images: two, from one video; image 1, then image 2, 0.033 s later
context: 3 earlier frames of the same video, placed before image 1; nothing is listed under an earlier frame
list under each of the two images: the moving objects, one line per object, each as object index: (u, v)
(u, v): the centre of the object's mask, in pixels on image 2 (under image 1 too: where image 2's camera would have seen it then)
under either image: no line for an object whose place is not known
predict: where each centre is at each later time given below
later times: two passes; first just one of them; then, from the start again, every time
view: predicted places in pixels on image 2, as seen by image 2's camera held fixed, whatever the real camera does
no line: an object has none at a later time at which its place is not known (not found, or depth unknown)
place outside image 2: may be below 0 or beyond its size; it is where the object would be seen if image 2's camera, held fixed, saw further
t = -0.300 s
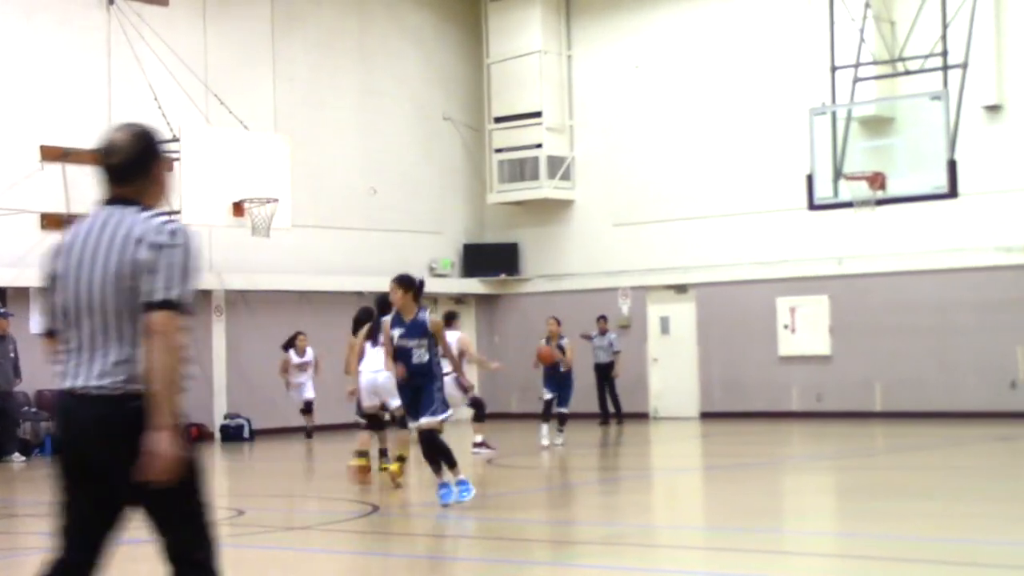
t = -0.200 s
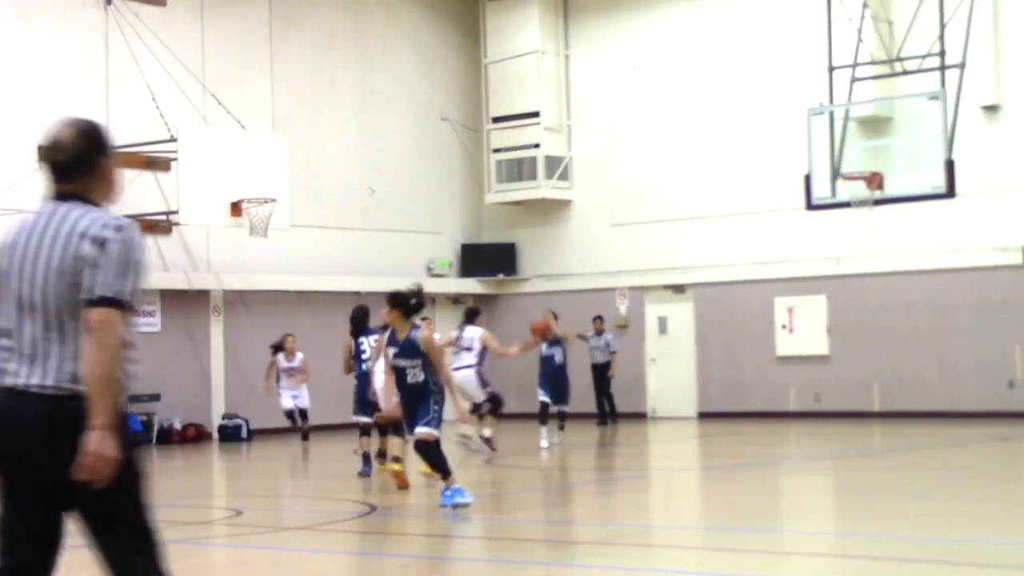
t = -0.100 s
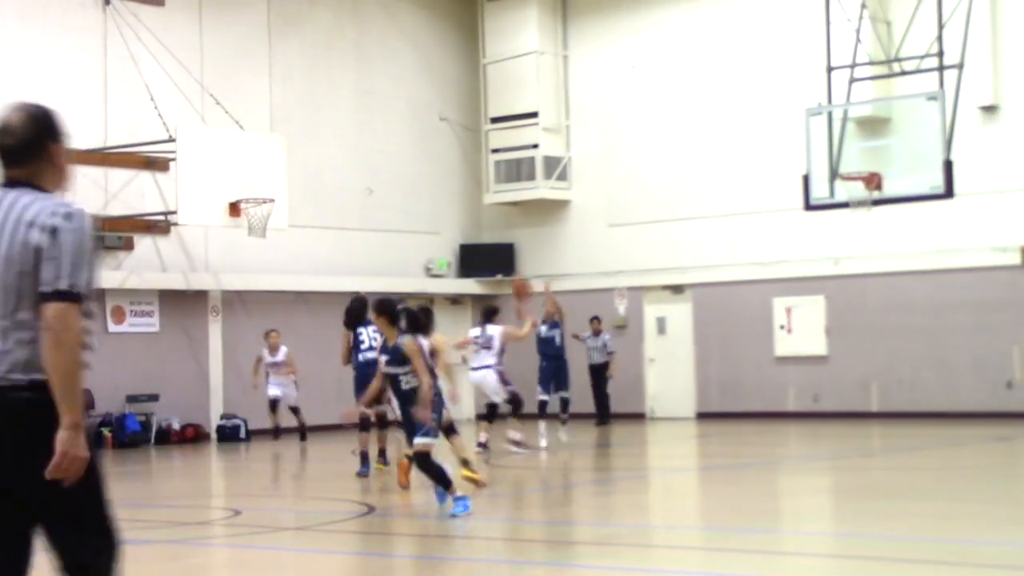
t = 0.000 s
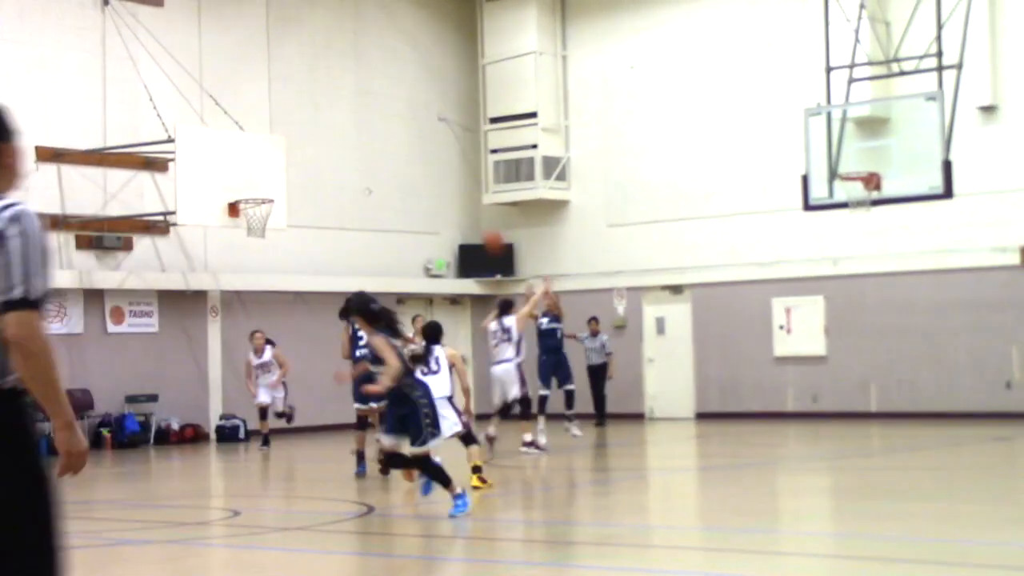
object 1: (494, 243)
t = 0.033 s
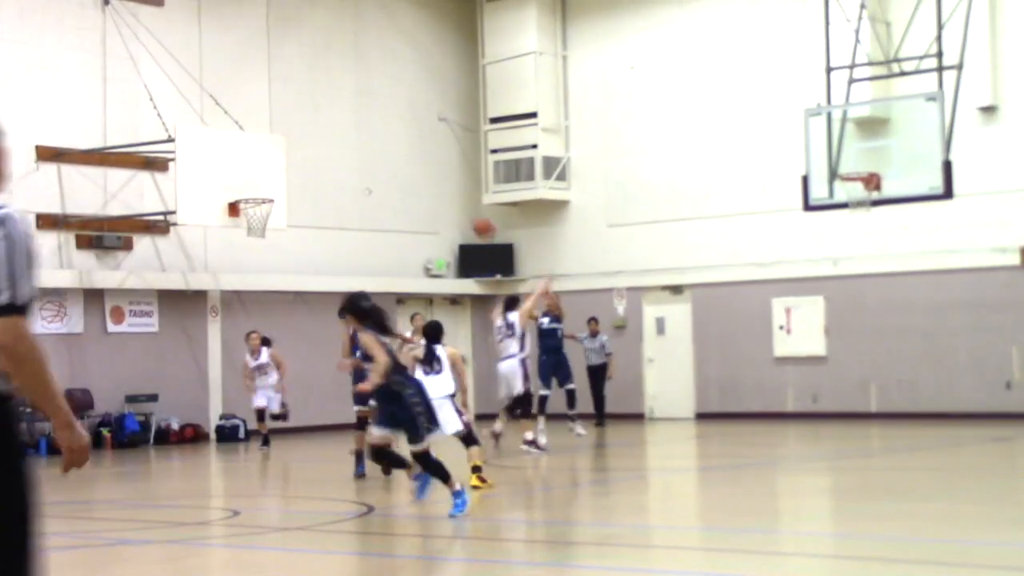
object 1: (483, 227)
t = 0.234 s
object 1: (425, 163)
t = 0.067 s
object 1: (474, 215)
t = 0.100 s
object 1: (464, 202)
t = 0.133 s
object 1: (455, 191)
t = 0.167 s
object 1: (445, 180)
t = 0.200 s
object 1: (435, 171)
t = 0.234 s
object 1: (425, 163)
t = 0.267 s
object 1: (415, 155)
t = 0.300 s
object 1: (404, 148)
